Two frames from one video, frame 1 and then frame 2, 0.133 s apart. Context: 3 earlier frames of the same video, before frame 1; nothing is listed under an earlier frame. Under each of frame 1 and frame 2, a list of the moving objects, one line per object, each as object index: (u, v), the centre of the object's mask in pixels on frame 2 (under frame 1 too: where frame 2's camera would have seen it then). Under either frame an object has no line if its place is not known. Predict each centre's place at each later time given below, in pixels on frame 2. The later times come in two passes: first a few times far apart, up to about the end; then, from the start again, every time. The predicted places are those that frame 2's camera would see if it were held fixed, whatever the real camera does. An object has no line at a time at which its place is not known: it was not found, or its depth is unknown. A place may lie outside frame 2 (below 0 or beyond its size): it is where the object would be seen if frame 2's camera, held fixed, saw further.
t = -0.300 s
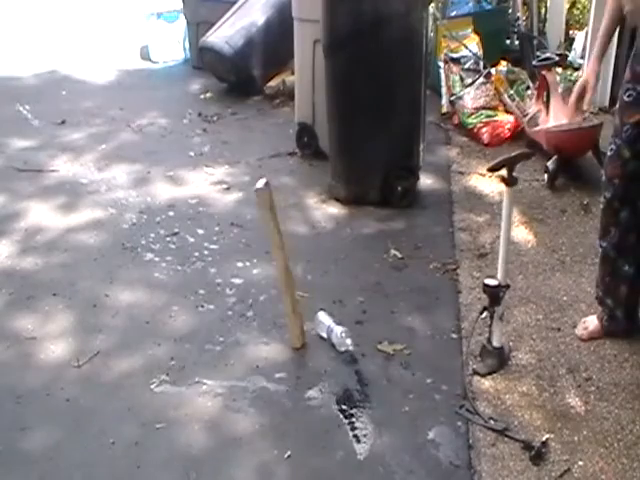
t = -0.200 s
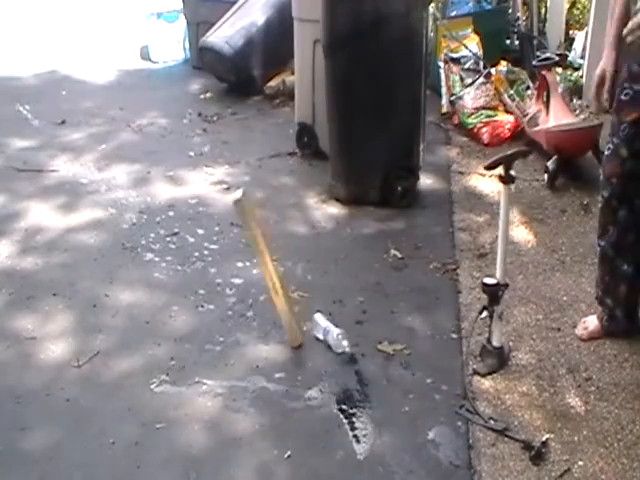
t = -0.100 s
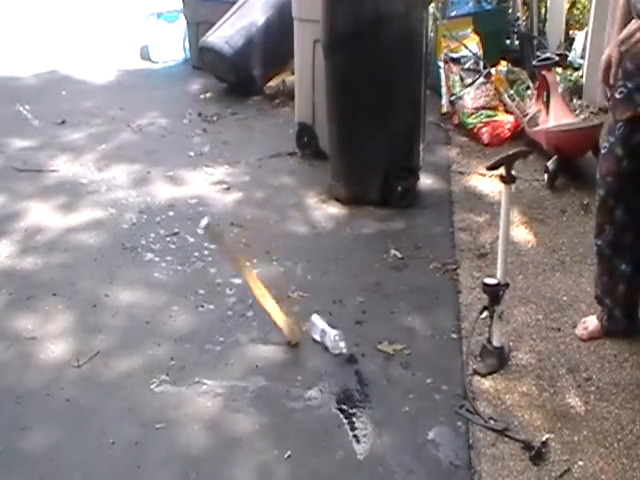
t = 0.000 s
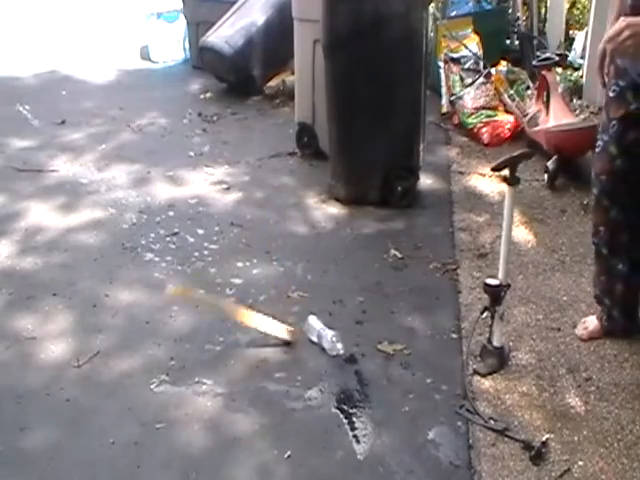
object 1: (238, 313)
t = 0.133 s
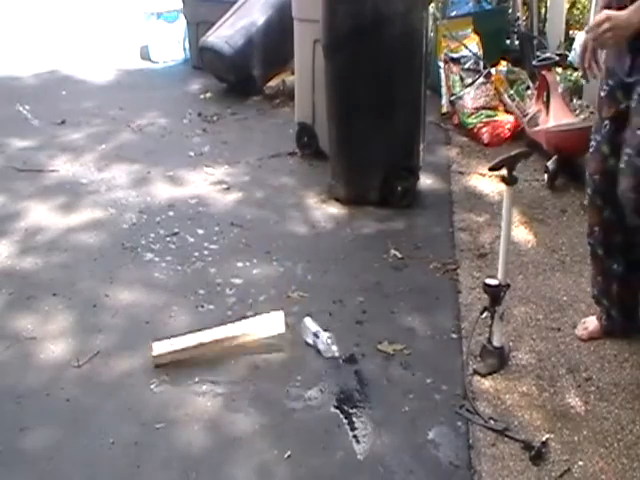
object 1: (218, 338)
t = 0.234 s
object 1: (220, 347)
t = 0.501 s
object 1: (219, 359)
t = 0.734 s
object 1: (218, 358)
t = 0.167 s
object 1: (218, 339)
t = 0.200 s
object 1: (218, 341)
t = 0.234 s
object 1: (220, 347)
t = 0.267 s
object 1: (220, 356)
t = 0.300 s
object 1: (219, 358)
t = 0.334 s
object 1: (219, 357)
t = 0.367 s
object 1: (219, 357)
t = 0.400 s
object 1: (219, 358)
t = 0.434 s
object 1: (219, 359)
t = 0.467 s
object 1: (219, 359)
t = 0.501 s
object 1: (219, 359)
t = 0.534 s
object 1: (219, 359)
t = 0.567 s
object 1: (219, 359)
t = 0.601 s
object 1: (219, 359)
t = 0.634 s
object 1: (218, 359)
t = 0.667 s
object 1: (218, 358)
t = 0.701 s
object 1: (218, 359)
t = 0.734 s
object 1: (218, 358)
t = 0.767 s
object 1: (218, 359)
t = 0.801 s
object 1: (218, 358)
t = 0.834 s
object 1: (218, 359)
